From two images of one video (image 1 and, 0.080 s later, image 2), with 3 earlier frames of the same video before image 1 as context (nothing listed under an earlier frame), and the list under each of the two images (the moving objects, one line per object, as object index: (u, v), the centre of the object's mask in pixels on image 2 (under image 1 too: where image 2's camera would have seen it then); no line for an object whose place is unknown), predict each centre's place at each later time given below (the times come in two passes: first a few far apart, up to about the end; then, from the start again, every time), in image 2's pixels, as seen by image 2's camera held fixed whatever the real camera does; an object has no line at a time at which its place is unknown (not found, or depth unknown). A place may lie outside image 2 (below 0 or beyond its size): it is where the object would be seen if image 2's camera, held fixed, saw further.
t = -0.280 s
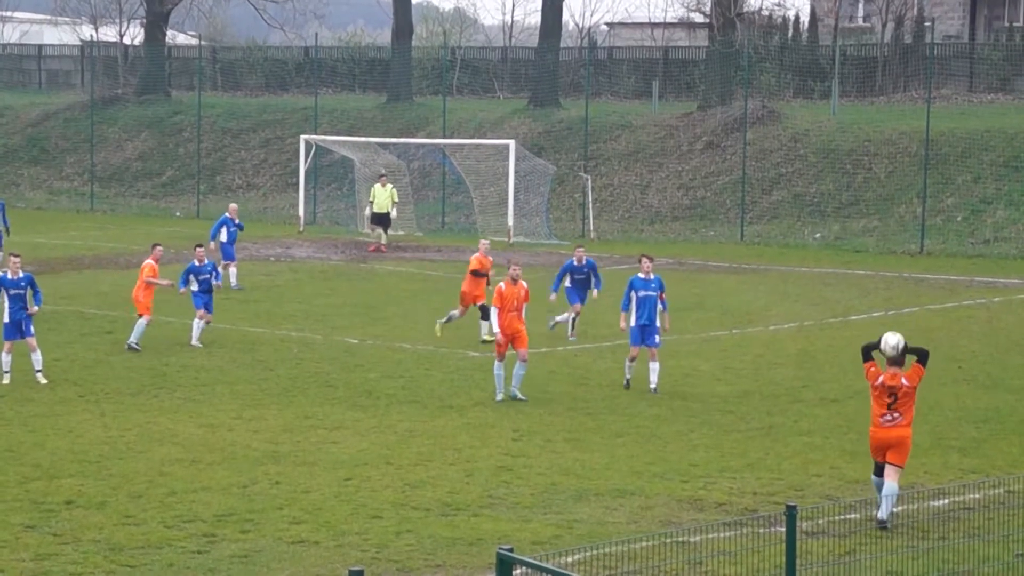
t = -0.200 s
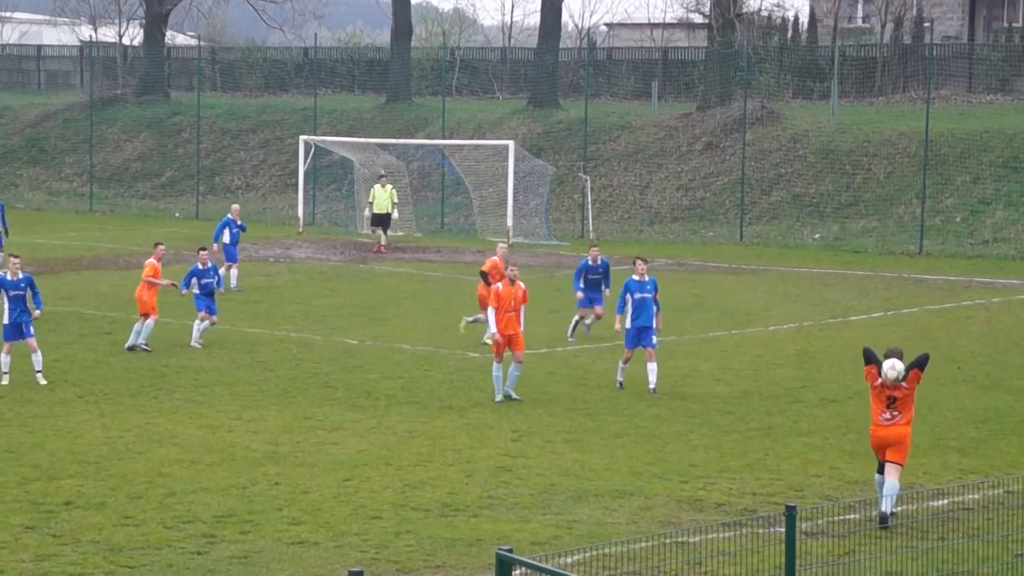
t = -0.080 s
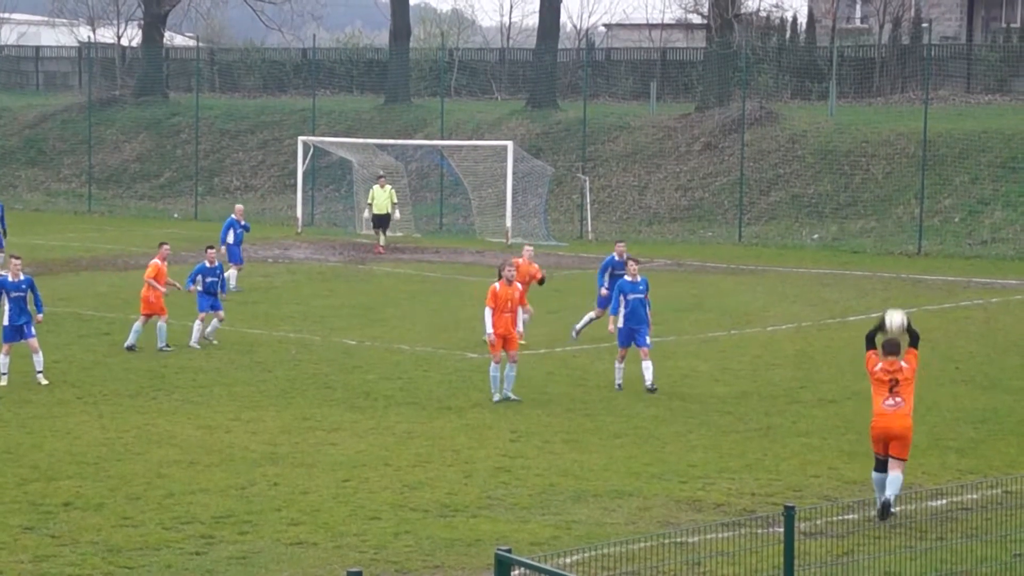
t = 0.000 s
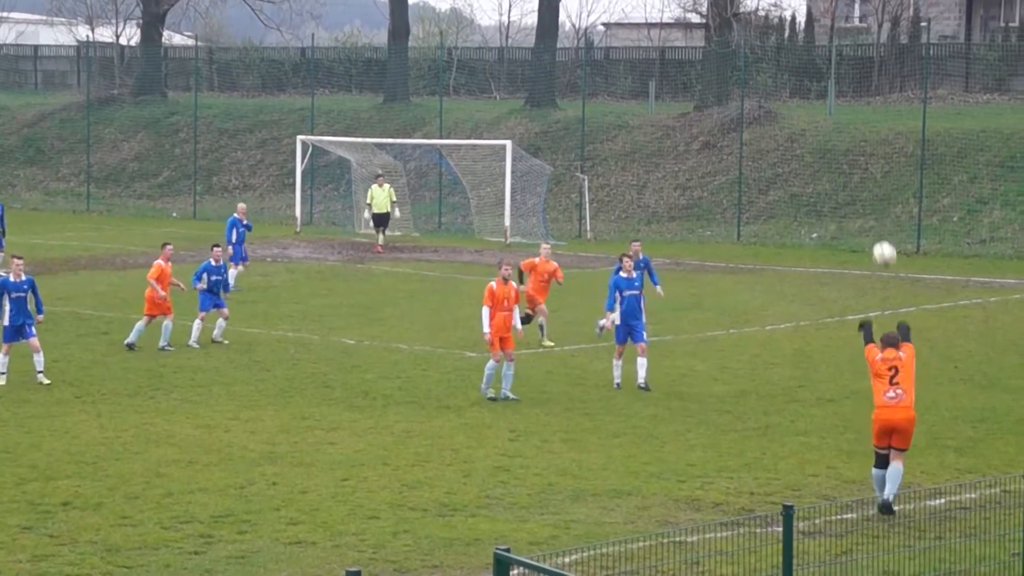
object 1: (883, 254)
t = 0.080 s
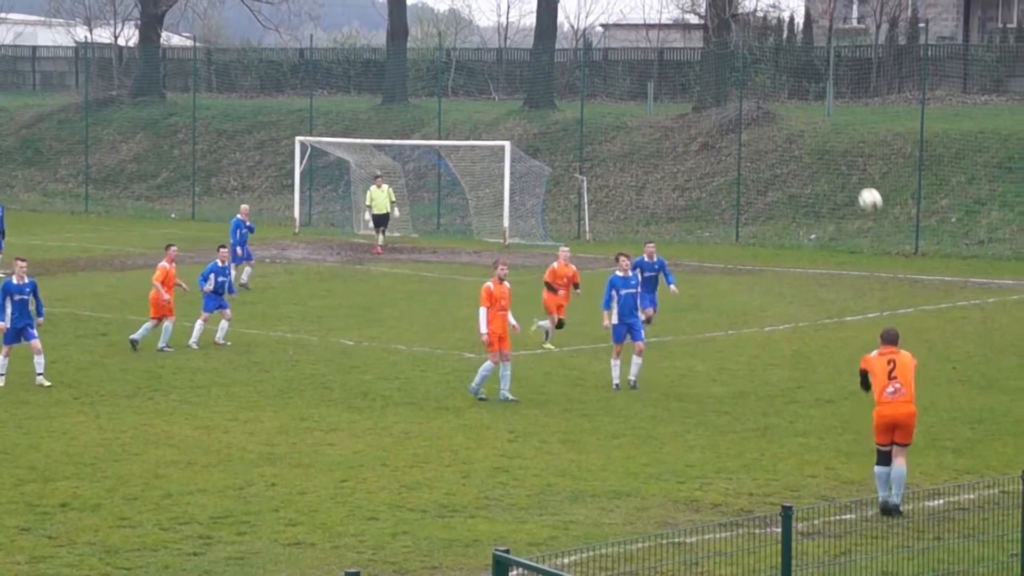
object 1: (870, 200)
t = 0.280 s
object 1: (839, 108)
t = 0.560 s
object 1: (798, 66)
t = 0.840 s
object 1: (758, 94)
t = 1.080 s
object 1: (725, 160)
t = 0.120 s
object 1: (864, 176)
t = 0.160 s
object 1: (858, 156)
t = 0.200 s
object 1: (852, 137)
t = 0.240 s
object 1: (845, 122)
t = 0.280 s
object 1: (839, 108)
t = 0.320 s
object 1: (833, 96)
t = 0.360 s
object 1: (827, 88)
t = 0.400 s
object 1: (822, 80)
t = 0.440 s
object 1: (816, 74)
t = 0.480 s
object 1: (810, 70)
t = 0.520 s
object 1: (804, 67)
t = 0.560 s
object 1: (798, 66)
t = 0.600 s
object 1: (793, 66)
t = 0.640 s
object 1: (787, 67)
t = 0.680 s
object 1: (781, 70)
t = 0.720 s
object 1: (775, 74)
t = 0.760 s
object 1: (770, 80)
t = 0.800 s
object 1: (764, 87)
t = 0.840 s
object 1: (758, 94)
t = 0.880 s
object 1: (752, 102)
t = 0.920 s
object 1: (747, 112)
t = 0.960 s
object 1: (741, 123)
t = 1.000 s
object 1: (736, 134)
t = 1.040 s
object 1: (730, 146)
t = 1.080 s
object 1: (725, 160)
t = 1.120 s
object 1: (719, 174)
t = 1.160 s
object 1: (714, 189)
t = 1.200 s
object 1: (709, 204)
